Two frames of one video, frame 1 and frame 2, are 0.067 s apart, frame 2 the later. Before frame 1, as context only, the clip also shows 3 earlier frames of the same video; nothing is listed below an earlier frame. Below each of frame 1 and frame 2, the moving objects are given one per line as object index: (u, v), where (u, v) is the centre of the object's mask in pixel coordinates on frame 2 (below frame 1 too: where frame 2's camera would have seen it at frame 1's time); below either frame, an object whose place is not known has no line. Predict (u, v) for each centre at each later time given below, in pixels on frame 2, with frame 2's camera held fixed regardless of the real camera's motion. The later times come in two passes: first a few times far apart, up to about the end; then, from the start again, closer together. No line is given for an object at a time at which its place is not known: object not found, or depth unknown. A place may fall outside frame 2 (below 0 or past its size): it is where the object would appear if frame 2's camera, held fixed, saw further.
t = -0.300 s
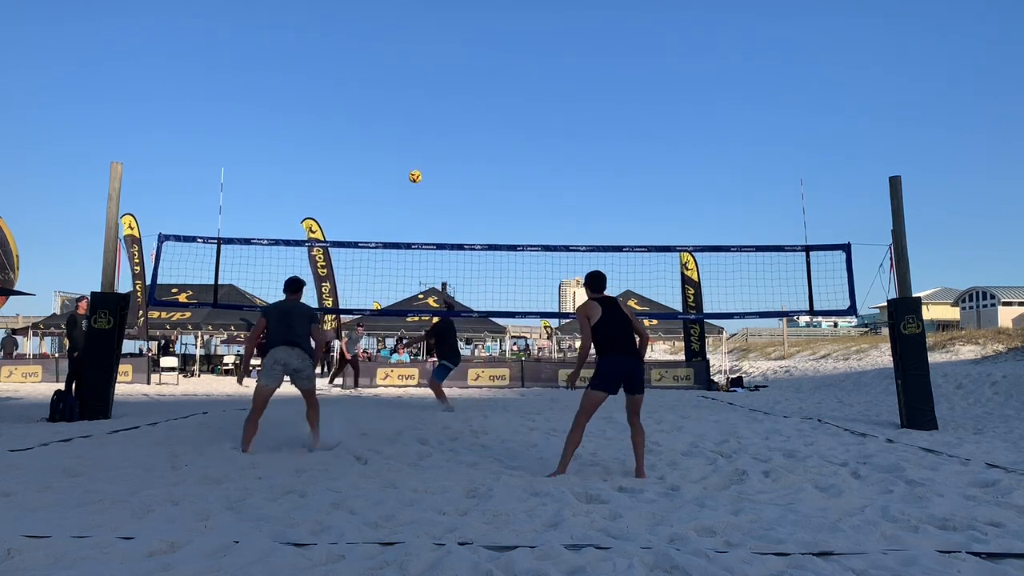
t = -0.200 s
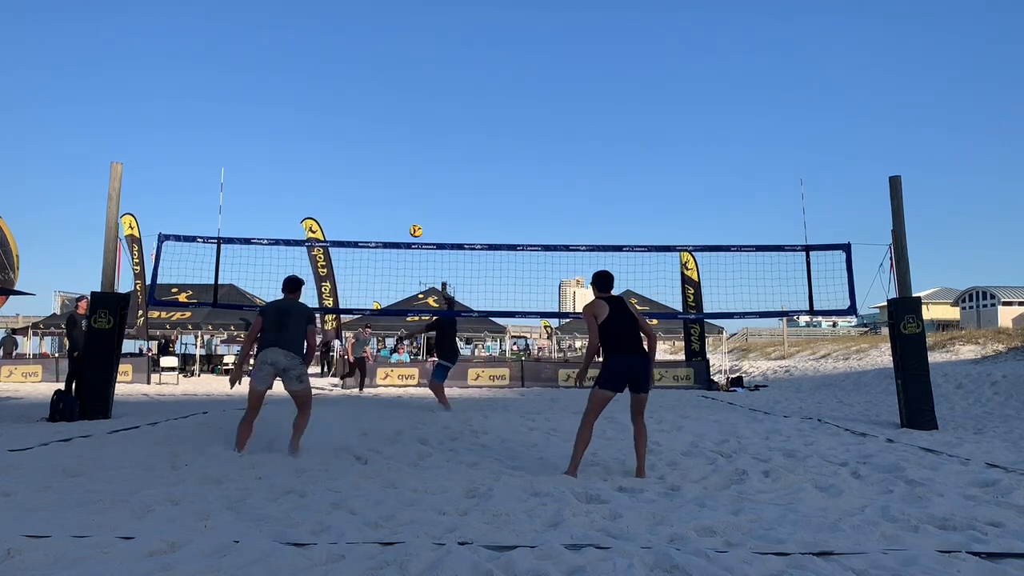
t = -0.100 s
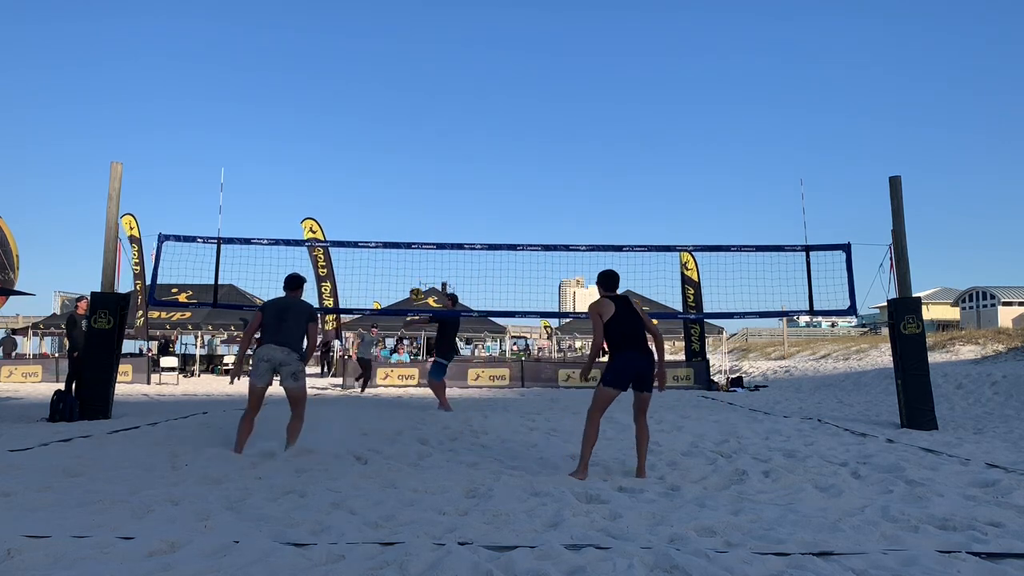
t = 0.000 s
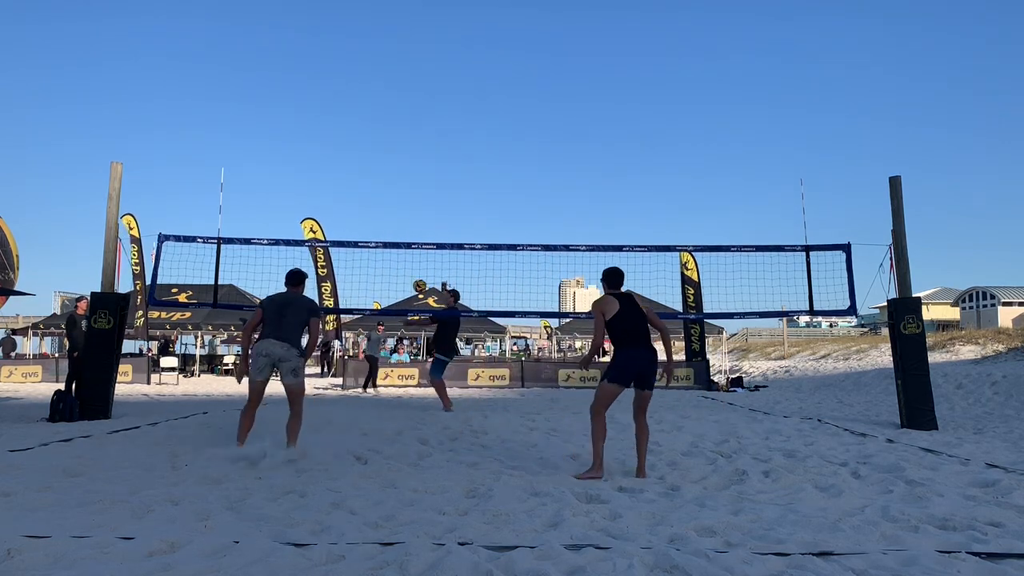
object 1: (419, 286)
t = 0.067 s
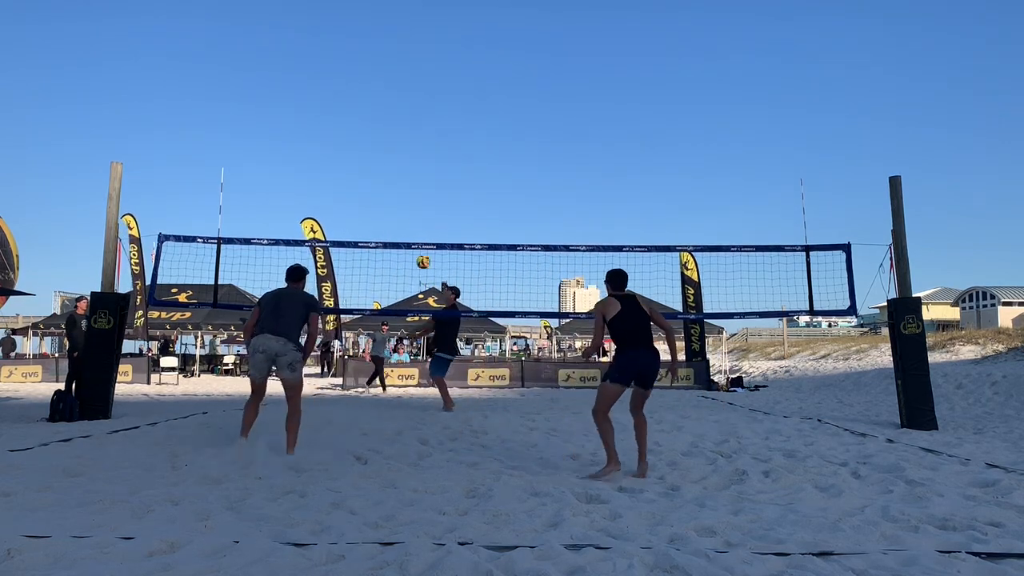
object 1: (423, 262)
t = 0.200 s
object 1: (429, 221)
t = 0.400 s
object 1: (440, 179)
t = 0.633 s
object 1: (451, 163)
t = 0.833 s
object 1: (461, 181)
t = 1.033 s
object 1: (469, 232)
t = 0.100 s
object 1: (425, 253)
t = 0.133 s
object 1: (426, 239)
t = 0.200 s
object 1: (429, 221)
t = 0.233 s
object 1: (431, 213)
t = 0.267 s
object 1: (433, 205)
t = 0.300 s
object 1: (434, 197)
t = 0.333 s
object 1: (436, 191)
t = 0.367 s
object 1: (438, 184)
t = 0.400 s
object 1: (440, 179)
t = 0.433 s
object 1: (441, 175)
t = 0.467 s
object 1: (443, 171)
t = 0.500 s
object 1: (445, 168)
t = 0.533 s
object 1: (446, 165)
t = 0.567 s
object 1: (448, 164)
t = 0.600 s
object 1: (450, 163)
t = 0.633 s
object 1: (451, 163)
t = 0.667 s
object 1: (453, 164)
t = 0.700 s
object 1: (455, 166)
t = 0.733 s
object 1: (456, 168)
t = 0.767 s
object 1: (458, 171)
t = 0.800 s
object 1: (459, 176)
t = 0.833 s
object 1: (461, 181)
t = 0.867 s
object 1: (462, 187)
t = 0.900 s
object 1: (464, 194)
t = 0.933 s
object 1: (465, 202)
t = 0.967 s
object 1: (467, 211)
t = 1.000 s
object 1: (468, 221)
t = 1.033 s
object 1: (469, 232)
